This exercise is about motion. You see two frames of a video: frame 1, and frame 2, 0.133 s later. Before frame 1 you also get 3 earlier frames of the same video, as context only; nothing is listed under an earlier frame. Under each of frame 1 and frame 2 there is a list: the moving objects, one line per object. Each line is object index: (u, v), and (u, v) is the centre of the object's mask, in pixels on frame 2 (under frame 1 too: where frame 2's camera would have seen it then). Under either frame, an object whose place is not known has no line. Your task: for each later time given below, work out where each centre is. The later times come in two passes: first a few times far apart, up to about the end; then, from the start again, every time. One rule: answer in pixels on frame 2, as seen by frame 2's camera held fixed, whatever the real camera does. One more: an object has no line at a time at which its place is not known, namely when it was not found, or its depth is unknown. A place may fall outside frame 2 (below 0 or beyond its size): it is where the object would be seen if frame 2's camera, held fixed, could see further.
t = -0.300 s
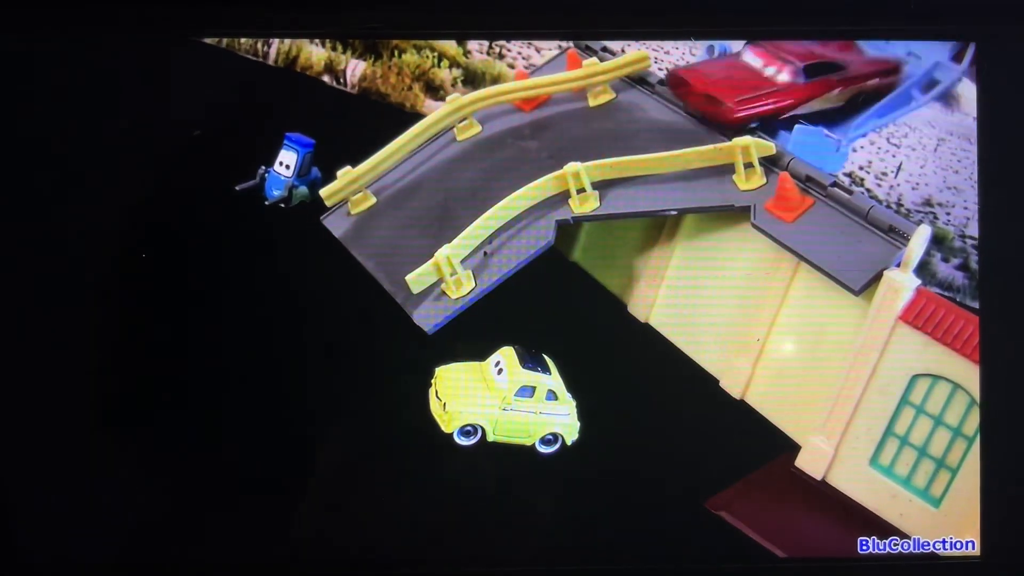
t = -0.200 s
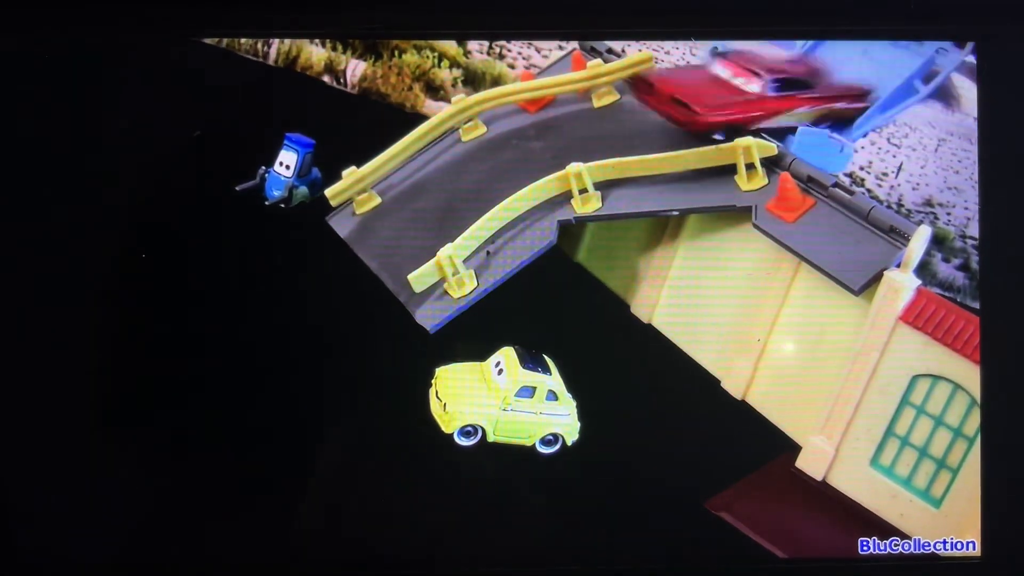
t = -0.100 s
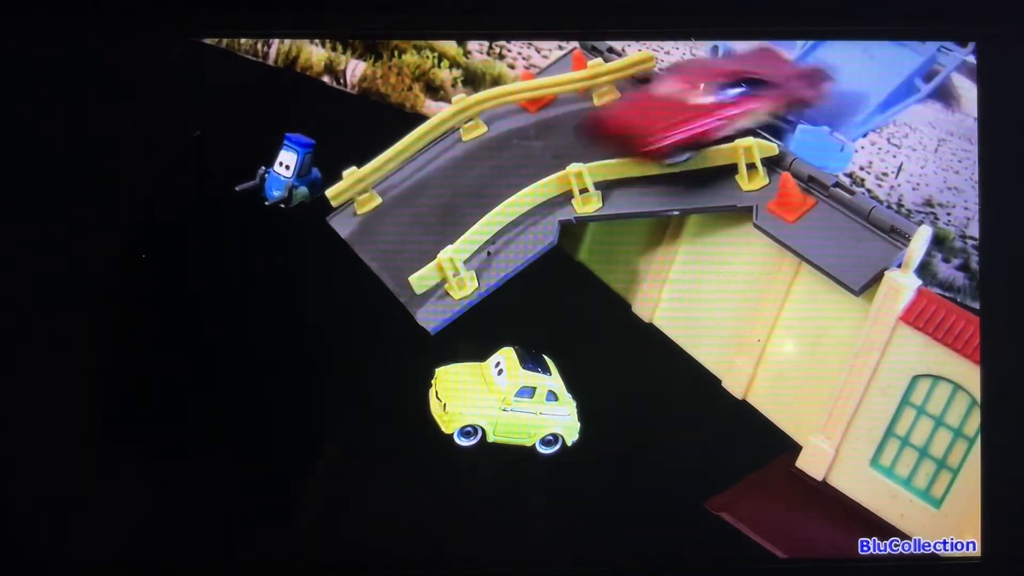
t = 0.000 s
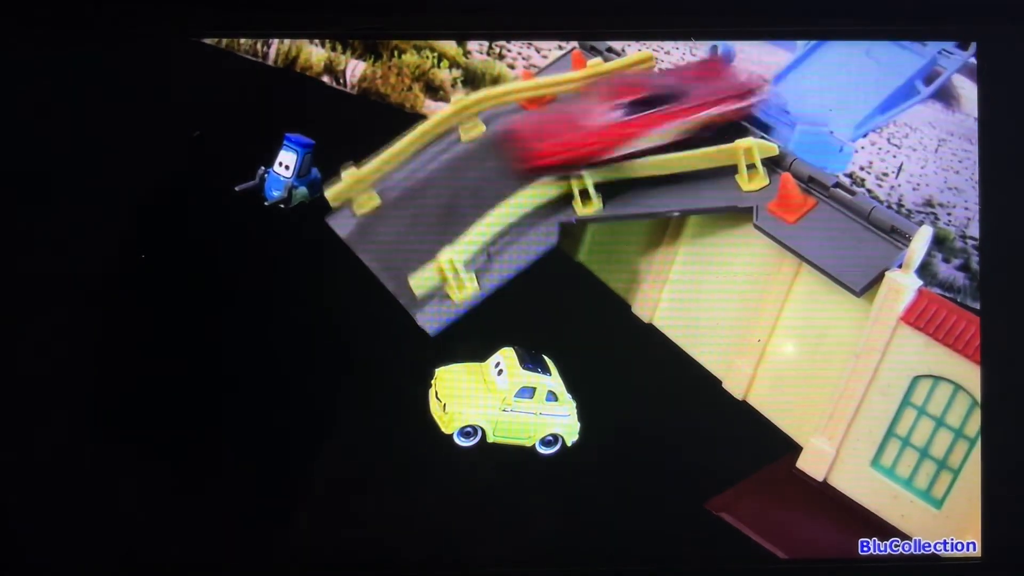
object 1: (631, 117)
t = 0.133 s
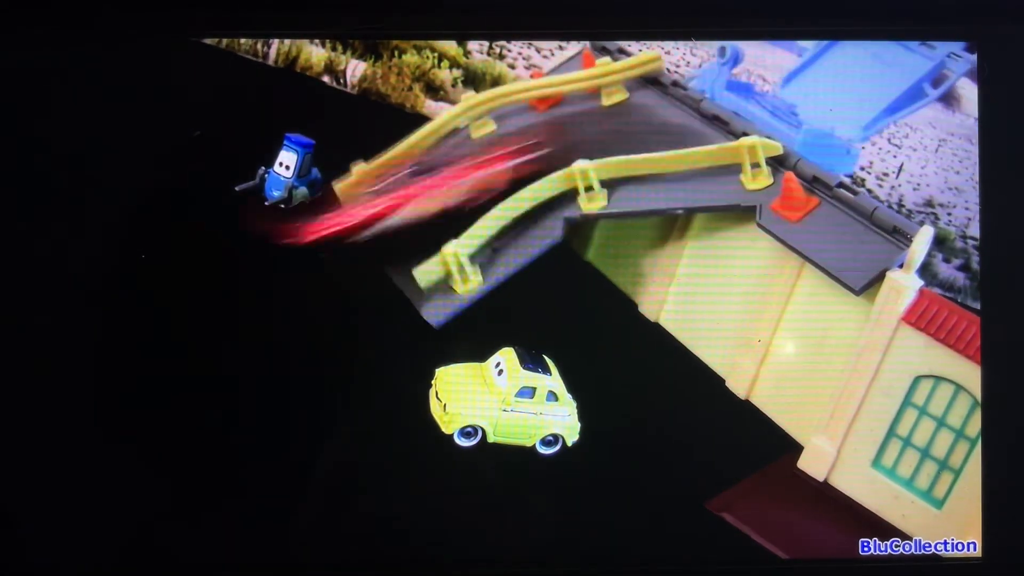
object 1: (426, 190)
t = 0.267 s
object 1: (183, 187)
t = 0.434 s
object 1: (71, 172)
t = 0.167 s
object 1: (346, 202)
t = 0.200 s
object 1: (293, 210)
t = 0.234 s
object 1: (227, 198)
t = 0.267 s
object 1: (183, 187)
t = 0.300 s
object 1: (152, 184)
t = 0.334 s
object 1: (131, 181)
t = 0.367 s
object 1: (111, 179)
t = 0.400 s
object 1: (91, 176)
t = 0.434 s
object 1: (71, 172)
